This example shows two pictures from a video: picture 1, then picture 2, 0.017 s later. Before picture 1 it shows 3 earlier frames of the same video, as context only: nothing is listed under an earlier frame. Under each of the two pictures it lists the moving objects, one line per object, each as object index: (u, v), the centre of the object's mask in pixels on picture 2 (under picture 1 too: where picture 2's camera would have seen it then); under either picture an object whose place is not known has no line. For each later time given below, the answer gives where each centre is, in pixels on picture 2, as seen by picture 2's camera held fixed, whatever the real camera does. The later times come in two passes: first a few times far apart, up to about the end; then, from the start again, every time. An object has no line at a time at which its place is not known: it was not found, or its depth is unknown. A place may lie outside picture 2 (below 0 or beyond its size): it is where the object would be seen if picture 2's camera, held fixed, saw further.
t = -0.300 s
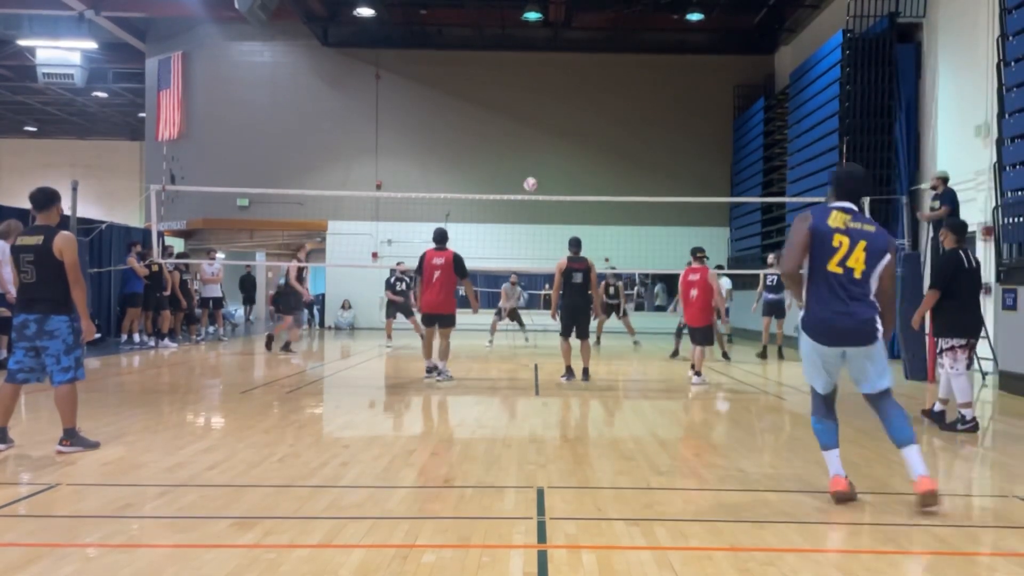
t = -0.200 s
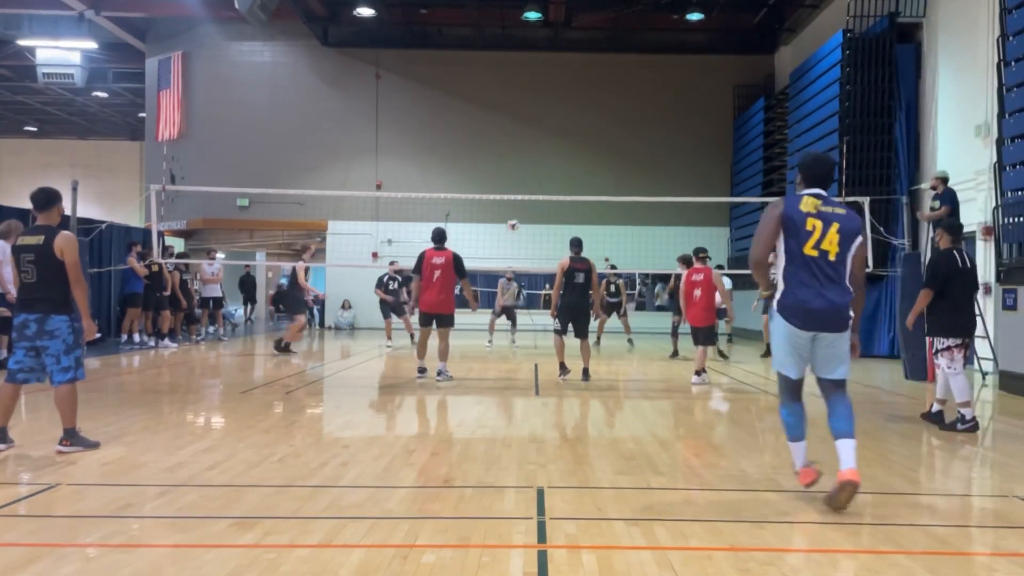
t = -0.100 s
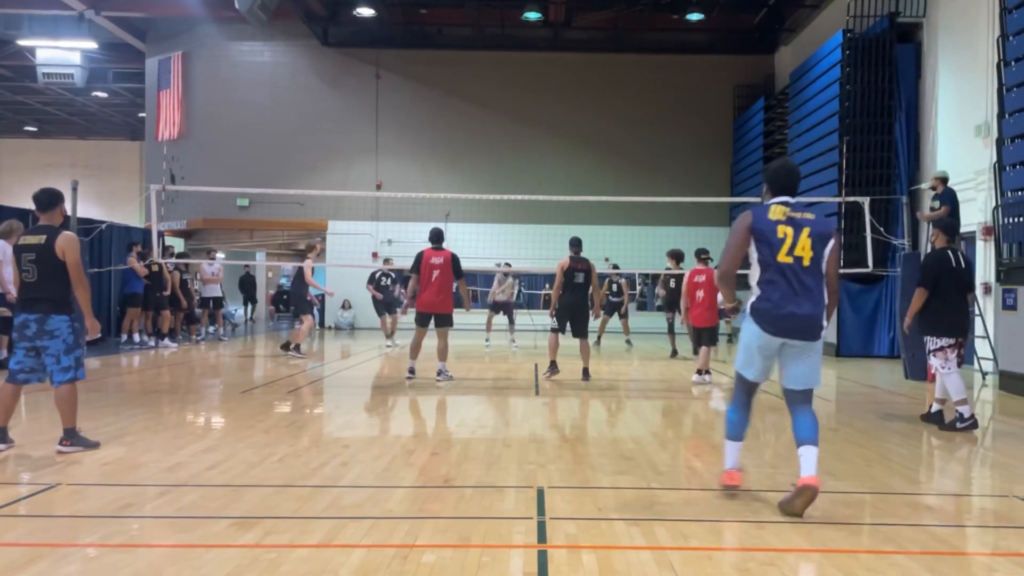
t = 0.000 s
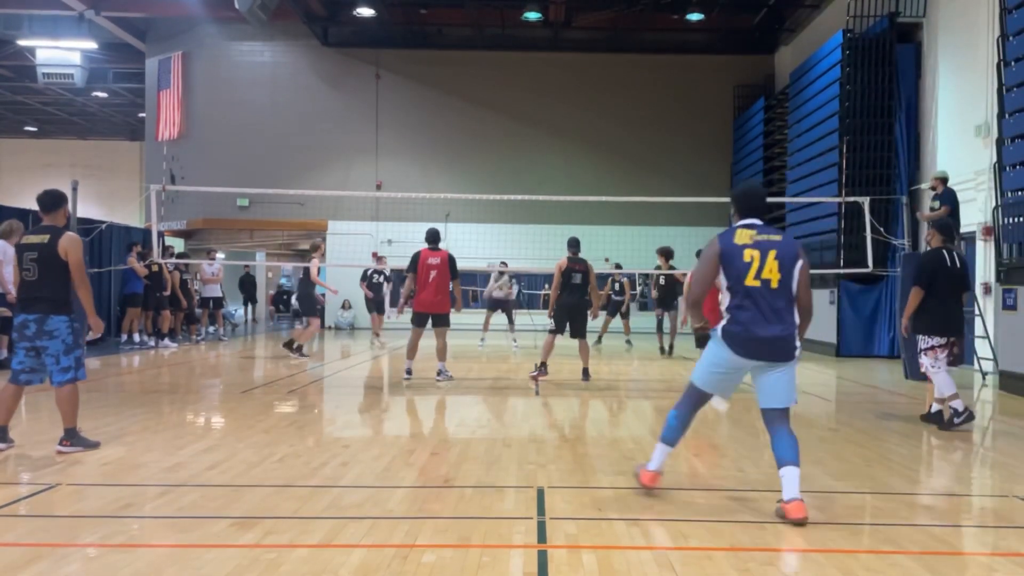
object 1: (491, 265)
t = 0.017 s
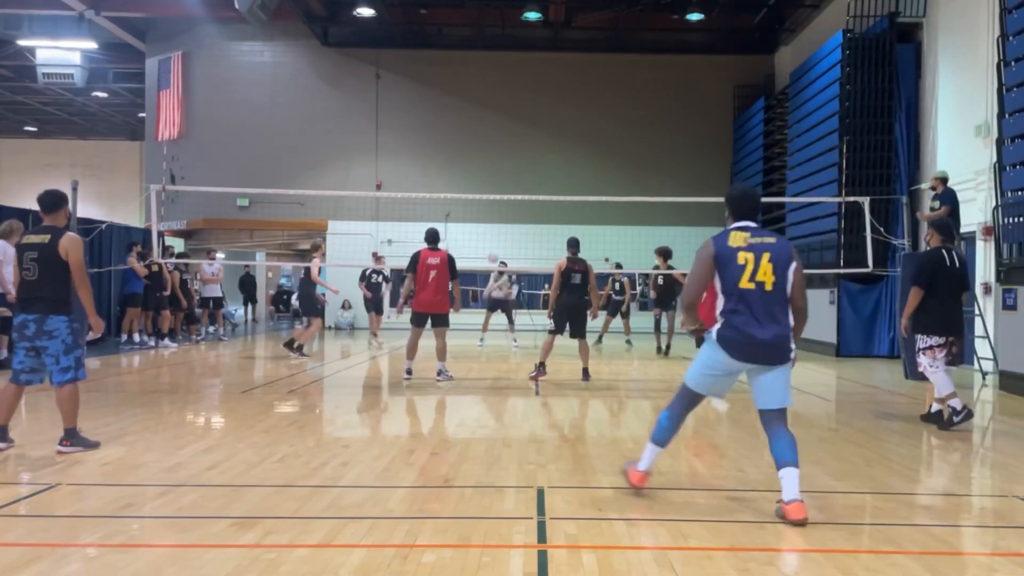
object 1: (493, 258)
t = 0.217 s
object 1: (500, 174)
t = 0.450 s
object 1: (507, 98)
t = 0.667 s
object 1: (515, 50)
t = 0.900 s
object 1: (522, 25)
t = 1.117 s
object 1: (530, 30)
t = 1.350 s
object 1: (538, 65)
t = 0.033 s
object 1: (494, 252)
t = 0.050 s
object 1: (494, 244)
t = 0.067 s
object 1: (495, 236)
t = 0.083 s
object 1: (495, 229)
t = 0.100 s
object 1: (496, 220)
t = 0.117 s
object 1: (497, 215)
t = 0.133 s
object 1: (498, 207)
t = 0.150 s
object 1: (498, 203)
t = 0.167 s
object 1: (499, 191)
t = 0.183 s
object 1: (499, 187)
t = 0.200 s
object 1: (499, 181)
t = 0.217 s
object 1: (500, 174)
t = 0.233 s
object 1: (500, 168)
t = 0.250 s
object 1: (501, 162)
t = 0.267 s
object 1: (501, 156)
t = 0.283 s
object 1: (502, 150)
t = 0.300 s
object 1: (503, 144)
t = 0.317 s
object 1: (503, 139)
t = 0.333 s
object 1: (503, 133)
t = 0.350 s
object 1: (504, 128)
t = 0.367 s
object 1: (505, 122)
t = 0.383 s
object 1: (505, 118)
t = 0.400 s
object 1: (505, 112)
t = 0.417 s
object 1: (506, 107)
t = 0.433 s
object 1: (507, 103)
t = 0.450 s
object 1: (507, 98)
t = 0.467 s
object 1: (508, 94)
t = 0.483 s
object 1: (508, 89)
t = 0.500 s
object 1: (509, 85)
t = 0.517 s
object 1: (509, 81)
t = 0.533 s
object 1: (510, 77)
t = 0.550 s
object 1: (510, 73)
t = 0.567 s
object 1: (511, 69)
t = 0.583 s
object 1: (512, 66)
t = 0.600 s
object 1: (512, 63)
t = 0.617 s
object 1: (513, 59)
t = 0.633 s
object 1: (514, 56)
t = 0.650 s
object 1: (514, 53)
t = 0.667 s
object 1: (515, 50)
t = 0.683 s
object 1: (515, 47)
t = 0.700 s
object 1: (515, 45)
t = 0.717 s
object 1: (516, 42)
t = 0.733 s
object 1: (516, 40)
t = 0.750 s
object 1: (517, 38)
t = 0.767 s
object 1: (518, 36)
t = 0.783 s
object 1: (518, 34)
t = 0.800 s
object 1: (519, 32)
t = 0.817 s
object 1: (520, 31)
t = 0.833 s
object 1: (520, 29)
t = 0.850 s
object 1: (521, 28)
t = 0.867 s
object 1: (521, 27)
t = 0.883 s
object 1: (522, 26)
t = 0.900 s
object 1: (522, 25)
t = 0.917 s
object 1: (523, 25)
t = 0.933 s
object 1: (523, 24)
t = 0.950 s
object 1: (524, 24)
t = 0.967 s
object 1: (524, 24)
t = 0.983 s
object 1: (525, 24)
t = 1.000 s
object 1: (526, 24)
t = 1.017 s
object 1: (526, 24)
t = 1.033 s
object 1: (527, 25)
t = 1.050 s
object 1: (527, 25)
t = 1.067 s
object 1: (528, 26)
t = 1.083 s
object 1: (529, 27)
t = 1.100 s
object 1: (529, 28)
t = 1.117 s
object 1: (530, 30)
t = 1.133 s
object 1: (531, 31)
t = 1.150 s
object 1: (531, 33)
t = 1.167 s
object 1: (531, 35)
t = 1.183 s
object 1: (532, 36)
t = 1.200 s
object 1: (533, 39)
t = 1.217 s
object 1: (533, 41)
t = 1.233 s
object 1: (534, 44)
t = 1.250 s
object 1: (535, 46)
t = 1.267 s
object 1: (535, 49)
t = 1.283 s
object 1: (536, 52)
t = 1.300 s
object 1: (536, 55)
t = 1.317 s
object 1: (537, 58)
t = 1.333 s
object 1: (537, 62)
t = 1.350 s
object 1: (538, 65)
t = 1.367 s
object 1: (539, 70)
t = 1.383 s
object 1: (539, 73)
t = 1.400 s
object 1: (540, 78)
